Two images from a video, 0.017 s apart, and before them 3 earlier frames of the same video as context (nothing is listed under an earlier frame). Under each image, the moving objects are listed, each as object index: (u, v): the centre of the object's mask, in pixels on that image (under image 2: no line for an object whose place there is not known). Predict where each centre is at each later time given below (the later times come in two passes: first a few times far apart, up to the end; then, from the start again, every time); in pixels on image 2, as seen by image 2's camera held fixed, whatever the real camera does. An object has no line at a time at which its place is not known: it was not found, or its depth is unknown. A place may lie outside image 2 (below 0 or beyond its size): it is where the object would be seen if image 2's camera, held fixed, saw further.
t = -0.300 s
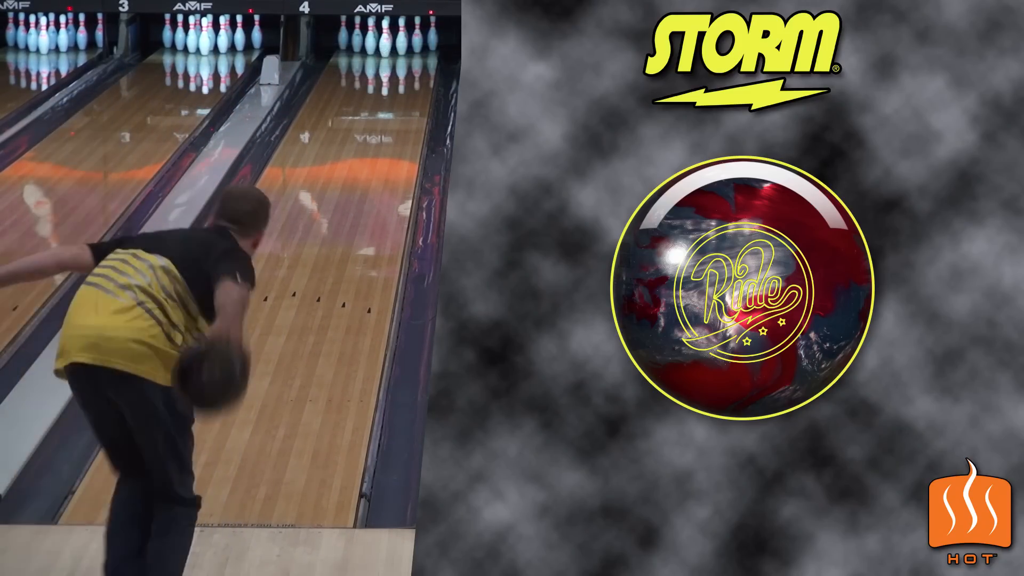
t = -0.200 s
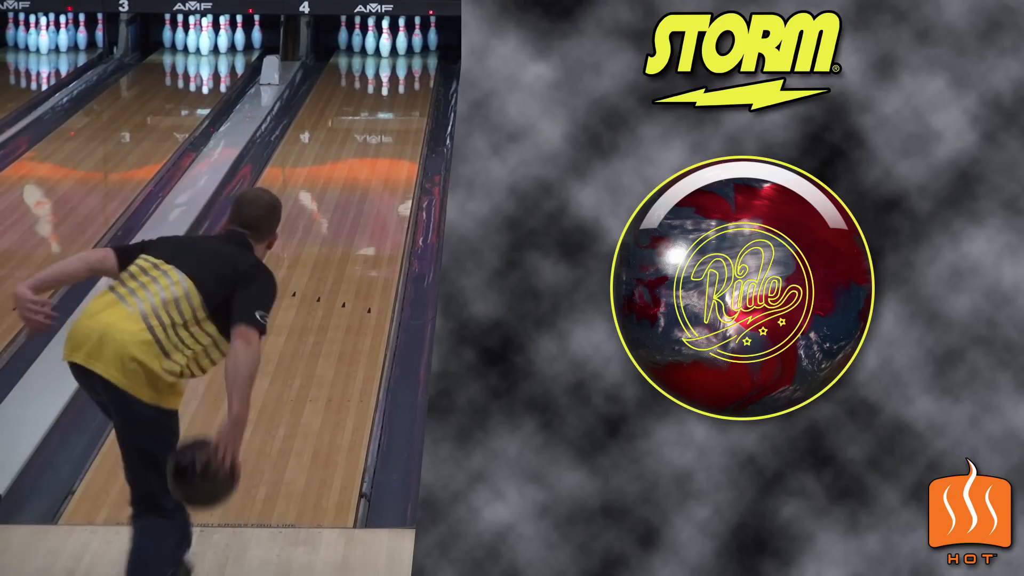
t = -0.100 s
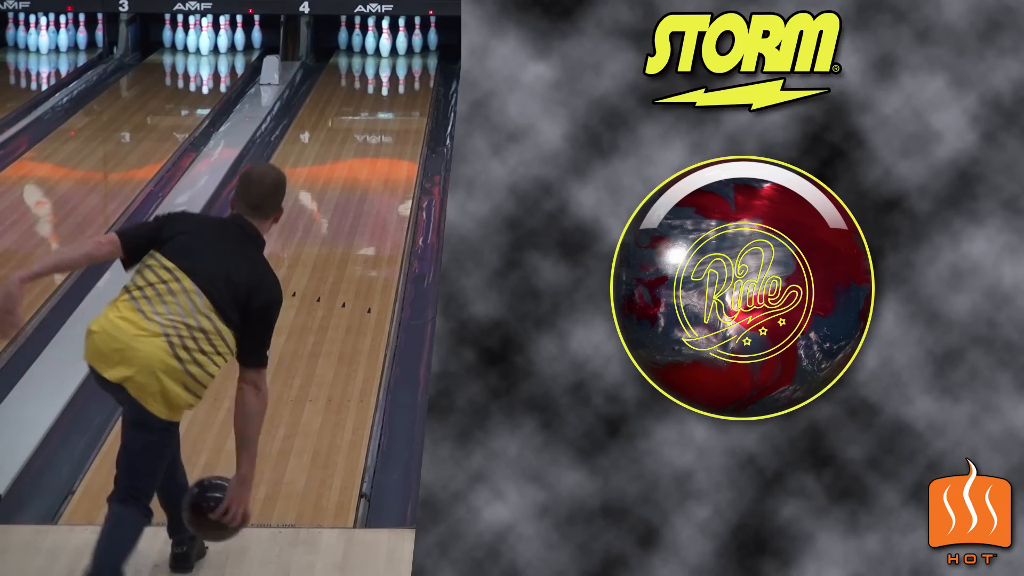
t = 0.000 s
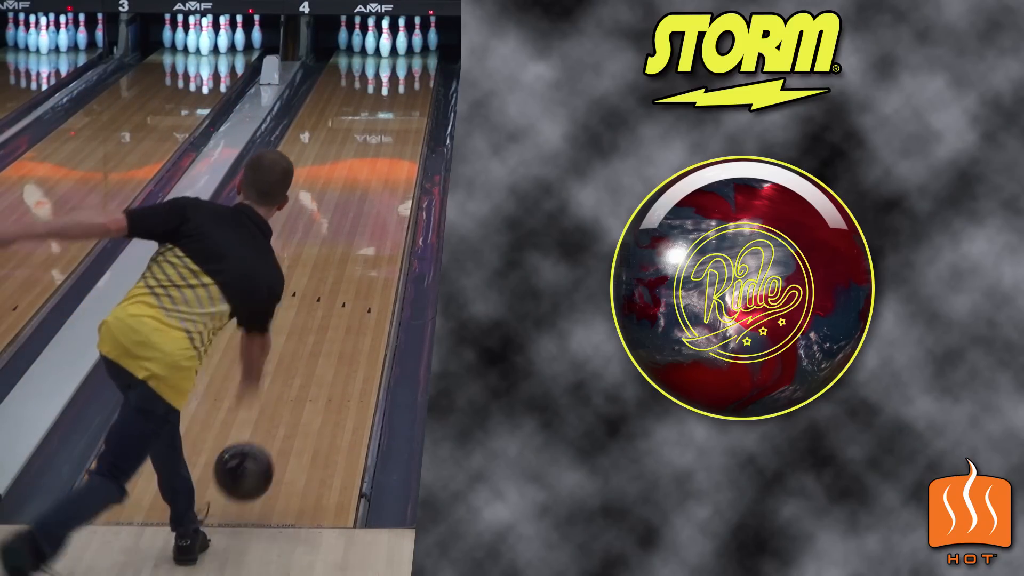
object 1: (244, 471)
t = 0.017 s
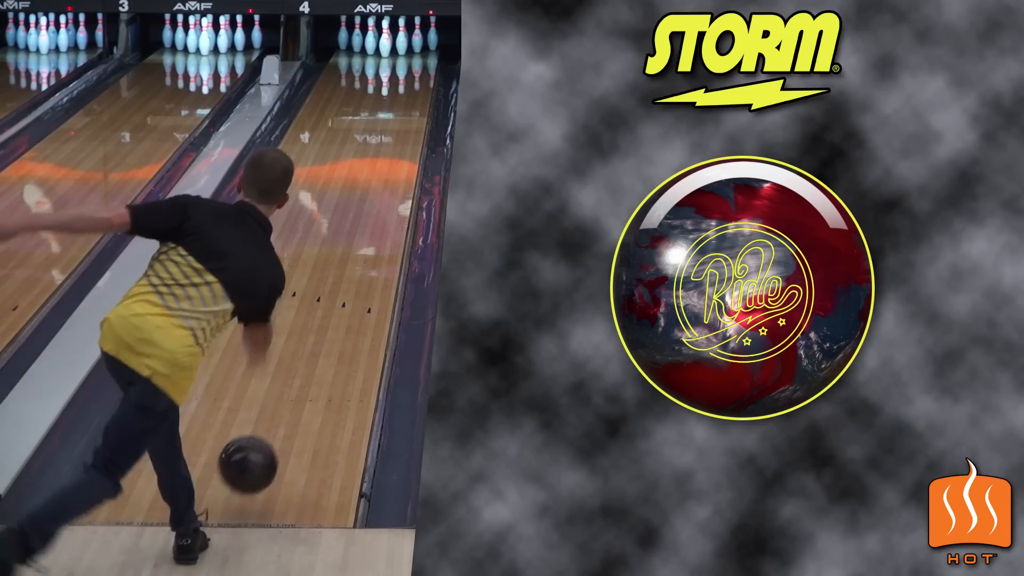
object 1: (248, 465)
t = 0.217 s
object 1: (293, 390)
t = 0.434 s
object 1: (326, 312)
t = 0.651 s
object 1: (350, 252)
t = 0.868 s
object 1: (368, 205)
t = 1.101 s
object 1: (382, 165)
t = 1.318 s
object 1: (391, 134)
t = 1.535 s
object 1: (398, 108)
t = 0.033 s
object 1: (253, 458)
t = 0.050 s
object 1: (257, 453)
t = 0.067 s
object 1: (261, 449)
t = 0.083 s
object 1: (265, 445)
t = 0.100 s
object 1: (268, 442)
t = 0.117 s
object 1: (272, 434)
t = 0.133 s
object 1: (275, 426)
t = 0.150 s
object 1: (279, 418)
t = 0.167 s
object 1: (282, 411)
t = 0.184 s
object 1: (286, 403)
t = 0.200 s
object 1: (289, 396)
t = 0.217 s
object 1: (293, 390)
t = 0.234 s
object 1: (295, 382)
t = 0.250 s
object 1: (298, 376)
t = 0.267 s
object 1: (301, 370)
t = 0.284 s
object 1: (303, 363)
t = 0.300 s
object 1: (306, 357)
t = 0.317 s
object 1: (309, 351)
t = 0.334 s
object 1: (311, 345)
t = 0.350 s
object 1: (314, 339)
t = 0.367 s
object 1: (316, 334)
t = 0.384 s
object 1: (319, 328)
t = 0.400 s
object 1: (321, 322)
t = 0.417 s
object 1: (323, 317)
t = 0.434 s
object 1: (326, 312)
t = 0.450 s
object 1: (328, 307)
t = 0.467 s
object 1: (330, 302)
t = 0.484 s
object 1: (332, 297)
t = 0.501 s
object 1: (334, 292)
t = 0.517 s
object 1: (336, 287)
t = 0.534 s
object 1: (338, 282)
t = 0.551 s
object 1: (340, 278)
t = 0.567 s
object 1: (342, 273)
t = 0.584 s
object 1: (343, 269)
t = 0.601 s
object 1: (345, 265)
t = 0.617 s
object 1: (347, 261)
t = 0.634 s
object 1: (348, 257)
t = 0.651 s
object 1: (350, 252)
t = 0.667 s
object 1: (352, 248)
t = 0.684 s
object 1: (353, 245)
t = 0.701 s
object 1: (355, 241)
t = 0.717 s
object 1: (356, 237)
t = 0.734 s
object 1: (358, 233)
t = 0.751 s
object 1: (359, 229)
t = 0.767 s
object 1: (360, 226)
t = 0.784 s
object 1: (362, 222)
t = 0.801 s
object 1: (363, 219)
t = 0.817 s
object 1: (364, 215)
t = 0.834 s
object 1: (365, 212)
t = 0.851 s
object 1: (367, 209)
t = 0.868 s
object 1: (368, 205)
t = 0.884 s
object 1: (369, 202)
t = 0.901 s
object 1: (370, 199)
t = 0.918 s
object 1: (371, 196)
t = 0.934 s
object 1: (373, 193)
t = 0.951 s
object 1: (374, 190)
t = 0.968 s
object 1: (375, 187)
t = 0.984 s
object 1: (376, 184)
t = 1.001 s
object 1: (377, 181)
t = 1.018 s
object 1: (378, 178)
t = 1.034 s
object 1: (379, 175)
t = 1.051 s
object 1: (380, 173)
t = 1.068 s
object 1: (381, 170)
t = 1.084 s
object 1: (381, 167)
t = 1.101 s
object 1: (382, 165)
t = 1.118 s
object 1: (383, 162)
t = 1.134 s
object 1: (384, 159)
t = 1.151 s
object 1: (385, 157)
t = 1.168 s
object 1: (385, 154)
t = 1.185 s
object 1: (386, 152)
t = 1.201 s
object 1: (387, 150)
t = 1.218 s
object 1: (388, 147)
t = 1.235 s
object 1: (388, 145)
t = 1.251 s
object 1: (389, 143)
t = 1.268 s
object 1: (389, 140)
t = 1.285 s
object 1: (390, 138)
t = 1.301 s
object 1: (391, 136)
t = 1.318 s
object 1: (391, 134)
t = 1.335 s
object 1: (392, 132)
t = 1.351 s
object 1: (393, 130)
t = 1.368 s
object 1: (393, 127)
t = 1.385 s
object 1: (393, 126)
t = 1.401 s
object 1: (394, 123)
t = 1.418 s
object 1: (395, 122)
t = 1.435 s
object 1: (395, 120)
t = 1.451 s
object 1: (395, 118)
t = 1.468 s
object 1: (396, 116)
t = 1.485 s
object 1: (396, 114)
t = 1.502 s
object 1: (397, 112)
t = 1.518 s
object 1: (397, 110)
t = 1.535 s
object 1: (398, 108)
